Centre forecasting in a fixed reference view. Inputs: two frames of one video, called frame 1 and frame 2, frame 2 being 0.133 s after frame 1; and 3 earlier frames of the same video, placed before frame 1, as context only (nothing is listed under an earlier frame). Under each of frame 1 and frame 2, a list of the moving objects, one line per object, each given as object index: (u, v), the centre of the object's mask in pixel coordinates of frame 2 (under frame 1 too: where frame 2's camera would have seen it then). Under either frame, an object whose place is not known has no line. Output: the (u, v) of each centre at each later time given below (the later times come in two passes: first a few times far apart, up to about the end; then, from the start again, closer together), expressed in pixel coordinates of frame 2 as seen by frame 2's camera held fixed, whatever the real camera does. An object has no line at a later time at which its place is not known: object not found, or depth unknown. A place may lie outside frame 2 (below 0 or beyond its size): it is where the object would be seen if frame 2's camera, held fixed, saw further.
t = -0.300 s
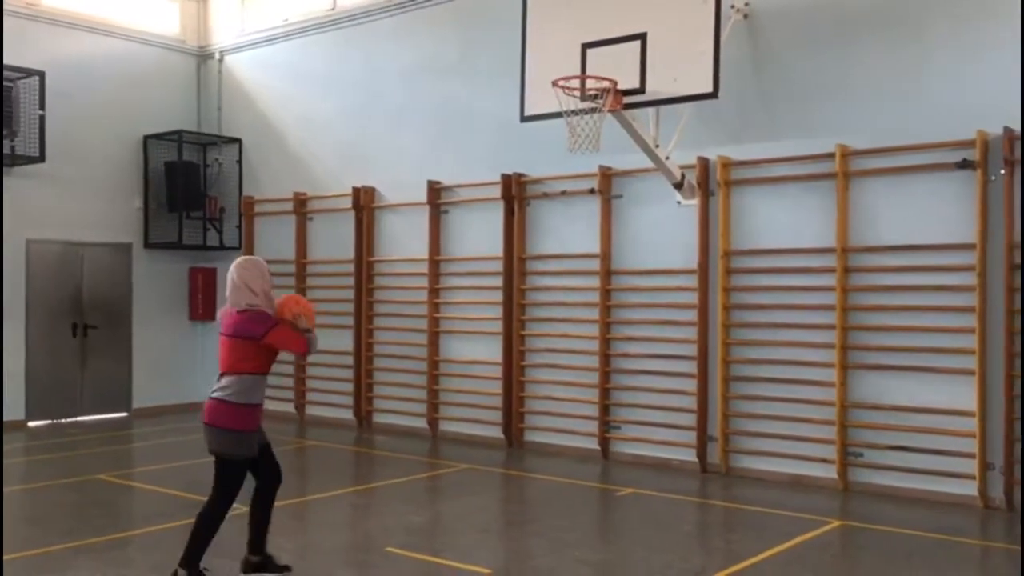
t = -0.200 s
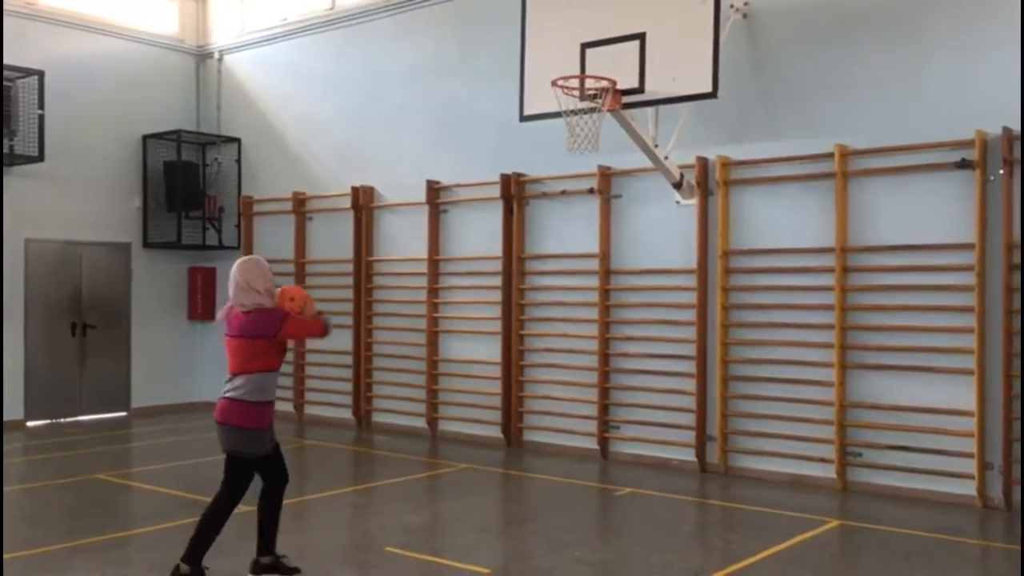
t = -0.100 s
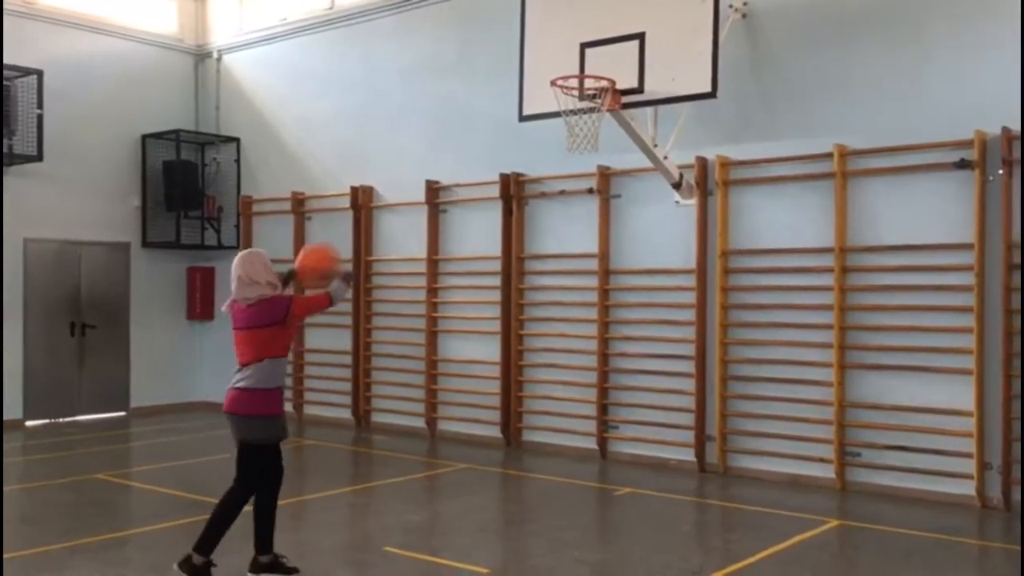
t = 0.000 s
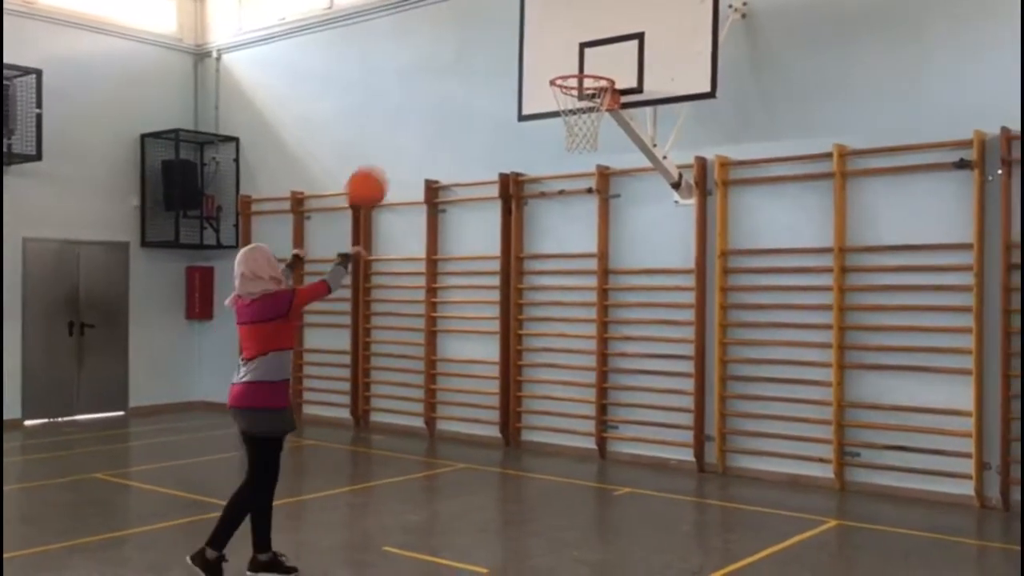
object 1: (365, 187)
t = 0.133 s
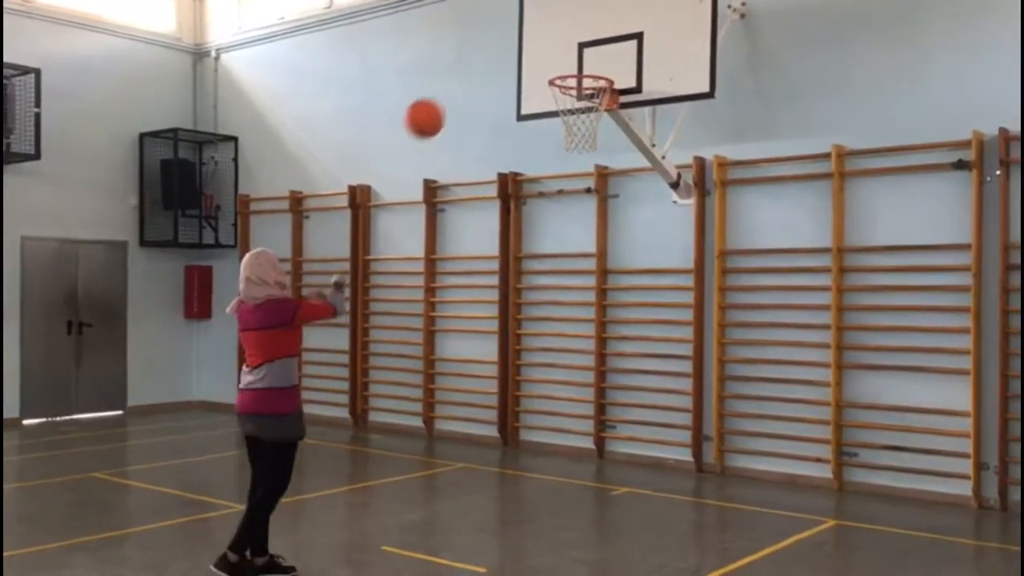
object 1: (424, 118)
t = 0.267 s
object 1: (477, 83)
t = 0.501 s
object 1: (552, 91)
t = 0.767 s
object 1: (532, 217)
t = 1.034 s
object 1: (512, 435)
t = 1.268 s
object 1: (488, 355)
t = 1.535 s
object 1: (455, 235)
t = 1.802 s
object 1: (421, 210)
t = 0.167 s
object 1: (438, 107)
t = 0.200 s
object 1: (451, 97)
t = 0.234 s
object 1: (464, 89)
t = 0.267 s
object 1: (477, 83)
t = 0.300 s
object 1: (489, 79)
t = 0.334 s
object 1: (500, 77)
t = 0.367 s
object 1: (511, 77)
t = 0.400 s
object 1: (523, 78)
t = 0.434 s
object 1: (534, 81)
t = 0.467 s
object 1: (544, 85)
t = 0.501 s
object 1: (552, 91)
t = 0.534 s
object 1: (550, 101)
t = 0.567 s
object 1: (548, 114)
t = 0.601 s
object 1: (545, 127)
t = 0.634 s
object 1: (543, 142)
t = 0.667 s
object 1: (540, 158)
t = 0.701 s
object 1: (538, 176)
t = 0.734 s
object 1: (535, 196)
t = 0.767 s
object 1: (532, 217)
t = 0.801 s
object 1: (529, 239)
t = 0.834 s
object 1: (527, 262)
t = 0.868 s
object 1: (524, 288)
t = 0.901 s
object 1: (521, 314)
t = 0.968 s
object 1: (517, 372)
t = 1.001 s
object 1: (515, 402)
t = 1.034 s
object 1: (512, 435)
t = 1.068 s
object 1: (509, 469)
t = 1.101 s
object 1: (506, 471)
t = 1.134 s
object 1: (503, 448)
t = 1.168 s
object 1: (498, 420)
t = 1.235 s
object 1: (491, 374)
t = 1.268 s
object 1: (488, 355)
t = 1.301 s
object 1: (484, 334)
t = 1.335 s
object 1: (479, 315)
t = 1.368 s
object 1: (475, 298)
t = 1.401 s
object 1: (471, 283)
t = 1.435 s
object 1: (467, 268)
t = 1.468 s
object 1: (463, 256)
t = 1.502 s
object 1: (459, 244)
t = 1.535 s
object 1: (455, 235)
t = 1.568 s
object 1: (450, 226)
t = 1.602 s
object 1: (446, 220)
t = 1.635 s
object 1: (442, 214)
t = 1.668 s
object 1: (438, 210)
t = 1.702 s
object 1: (434, 207)
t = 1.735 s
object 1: (429, 207)
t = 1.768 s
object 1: (426, 208)
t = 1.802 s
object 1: (421, 210)
